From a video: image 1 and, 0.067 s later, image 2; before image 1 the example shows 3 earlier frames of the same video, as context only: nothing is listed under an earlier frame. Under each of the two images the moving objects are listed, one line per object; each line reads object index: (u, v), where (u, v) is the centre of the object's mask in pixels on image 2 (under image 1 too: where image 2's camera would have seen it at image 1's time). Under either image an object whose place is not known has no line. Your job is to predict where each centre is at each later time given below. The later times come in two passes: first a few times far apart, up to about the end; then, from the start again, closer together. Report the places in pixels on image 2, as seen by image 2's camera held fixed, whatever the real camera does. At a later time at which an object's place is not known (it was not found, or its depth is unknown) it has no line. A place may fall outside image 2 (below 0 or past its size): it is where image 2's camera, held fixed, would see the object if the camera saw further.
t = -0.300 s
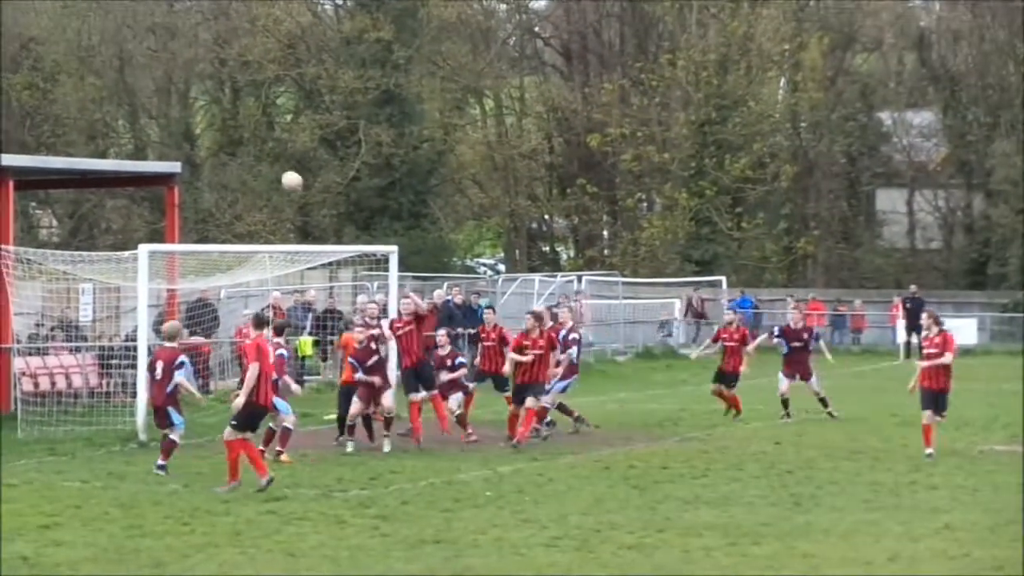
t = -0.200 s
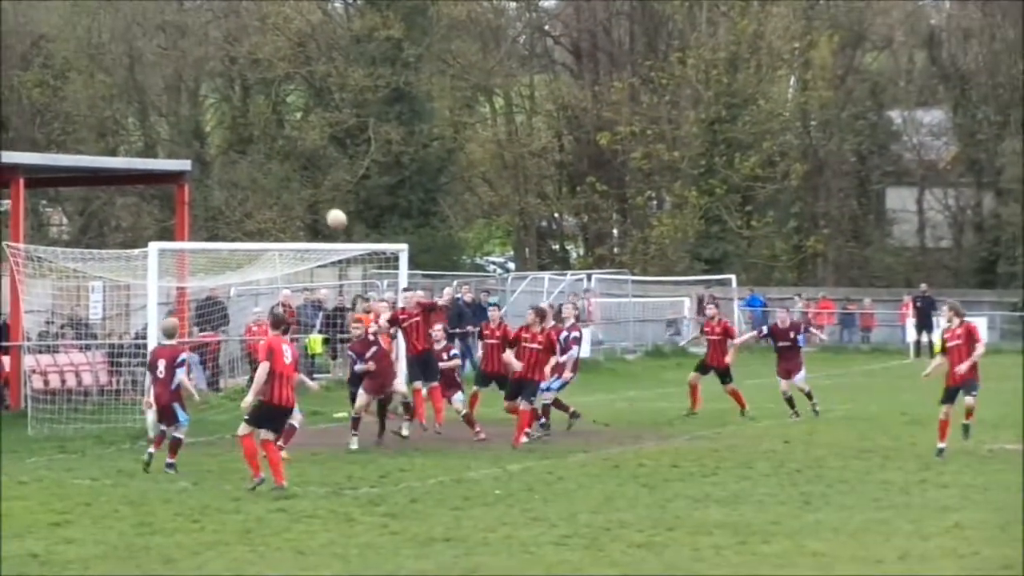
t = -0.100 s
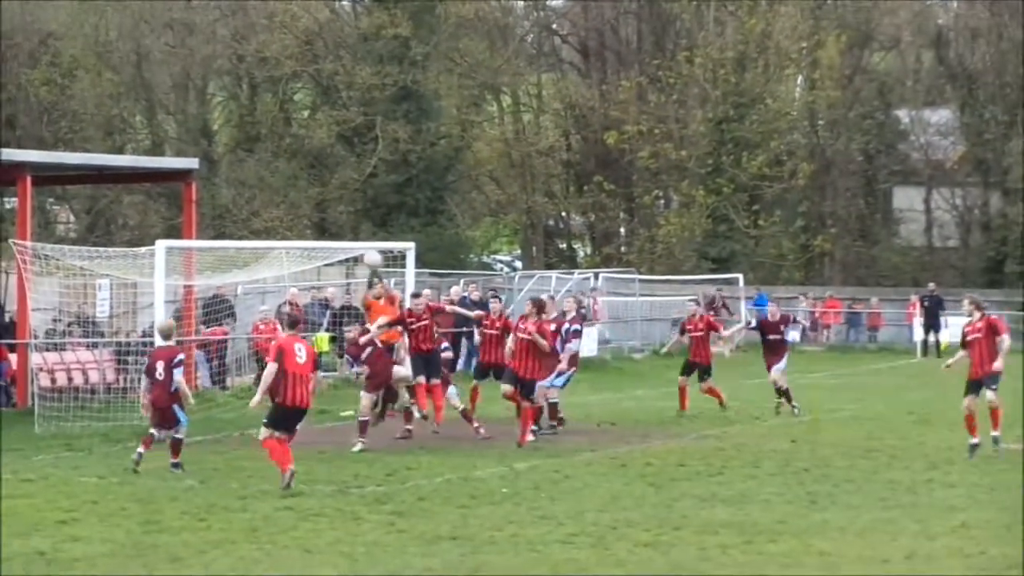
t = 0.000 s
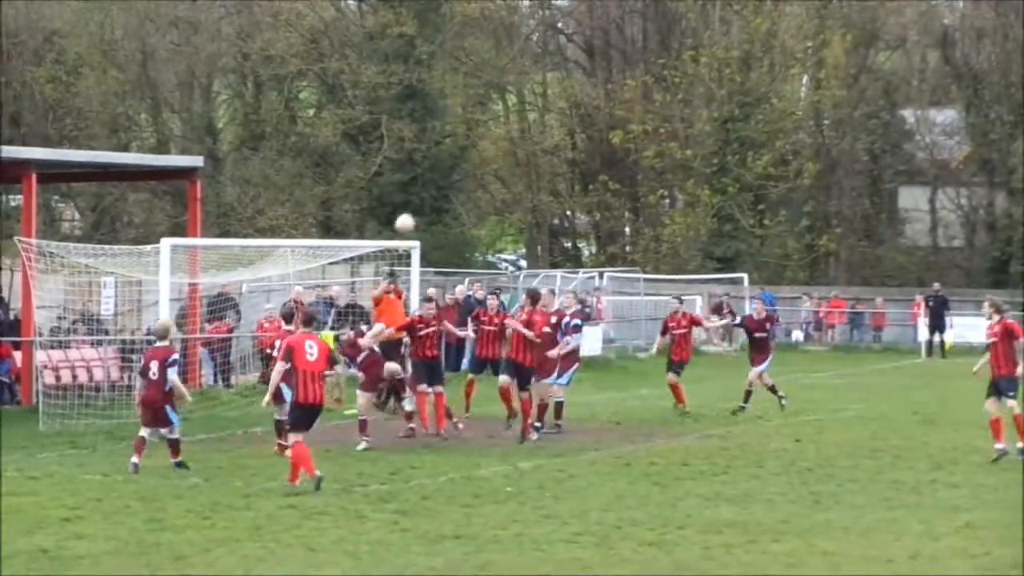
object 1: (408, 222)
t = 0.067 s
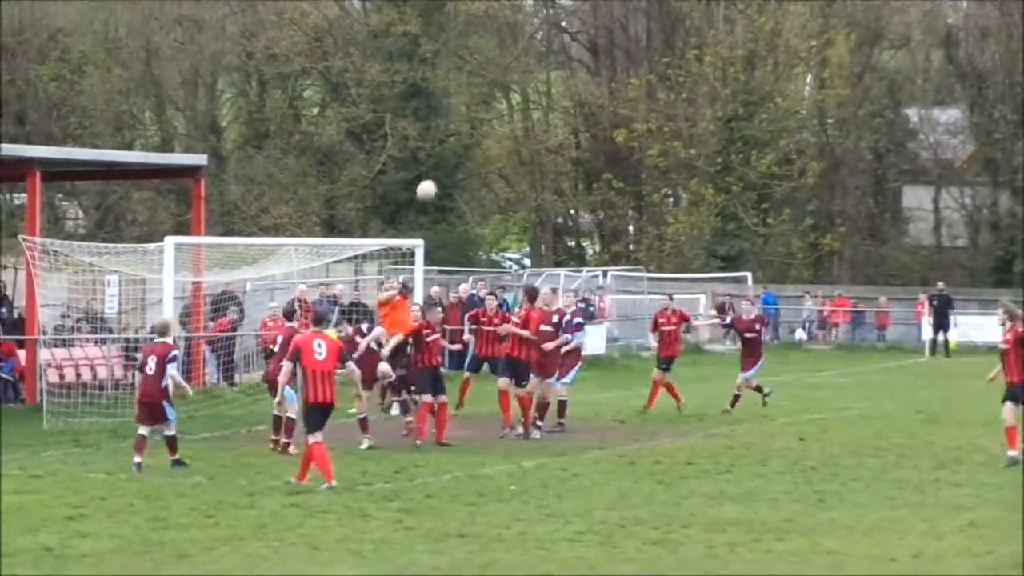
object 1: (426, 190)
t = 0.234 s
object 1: (477, 123)
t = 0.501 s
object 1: (570, 56)
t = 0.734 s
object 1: (664, 50)
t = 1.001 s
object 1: (790, 110)
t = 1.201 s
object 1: (900, 215)
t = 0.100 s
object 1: (436, 175)
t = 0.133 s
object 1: (446, 161)
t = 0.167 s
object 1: (456, 147)
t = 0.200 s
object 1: (467, 135)
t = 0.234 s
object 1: (477, 123)
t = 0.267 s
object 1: (487, 111)
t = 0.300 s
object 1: (498, 101)
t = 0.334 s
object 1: (510, 91)
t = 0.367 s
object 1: (521, 82)
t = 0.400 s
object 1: (533, 75)
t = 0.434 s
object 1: (545, 68)
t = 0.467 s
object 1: (558, 62)
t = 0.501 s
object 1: (570, 56)
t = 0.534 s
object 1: (582, 53)
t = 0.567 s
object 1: (595, 50)
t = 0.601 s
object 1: (609, 48)
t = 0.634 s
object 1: (622, 47)
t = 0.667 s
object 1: (635, 47)
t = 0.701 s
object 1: (649, 48)
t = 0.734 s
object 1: (664, 50)
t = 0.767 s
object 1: (679, 53)
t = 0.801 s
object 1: (693, 57)
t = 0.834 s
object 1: (708, 63)
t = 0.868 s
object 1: (723, 70)
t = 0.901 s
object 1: (740, 78)
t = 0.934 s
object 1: (757, 88)
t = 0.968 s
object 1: (773, 98)
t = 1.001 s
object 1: (790, 110)
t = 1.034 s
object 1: (807, 124)
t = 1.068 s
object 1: (825, 139)
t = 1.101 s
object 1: (844, 155)
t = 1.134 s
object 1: (862, 173)
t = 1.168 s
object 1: (880, 192)
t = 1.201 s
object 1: (900, 215)
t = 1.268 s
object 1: (940, 261)
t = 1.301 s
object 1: (960, 286)
